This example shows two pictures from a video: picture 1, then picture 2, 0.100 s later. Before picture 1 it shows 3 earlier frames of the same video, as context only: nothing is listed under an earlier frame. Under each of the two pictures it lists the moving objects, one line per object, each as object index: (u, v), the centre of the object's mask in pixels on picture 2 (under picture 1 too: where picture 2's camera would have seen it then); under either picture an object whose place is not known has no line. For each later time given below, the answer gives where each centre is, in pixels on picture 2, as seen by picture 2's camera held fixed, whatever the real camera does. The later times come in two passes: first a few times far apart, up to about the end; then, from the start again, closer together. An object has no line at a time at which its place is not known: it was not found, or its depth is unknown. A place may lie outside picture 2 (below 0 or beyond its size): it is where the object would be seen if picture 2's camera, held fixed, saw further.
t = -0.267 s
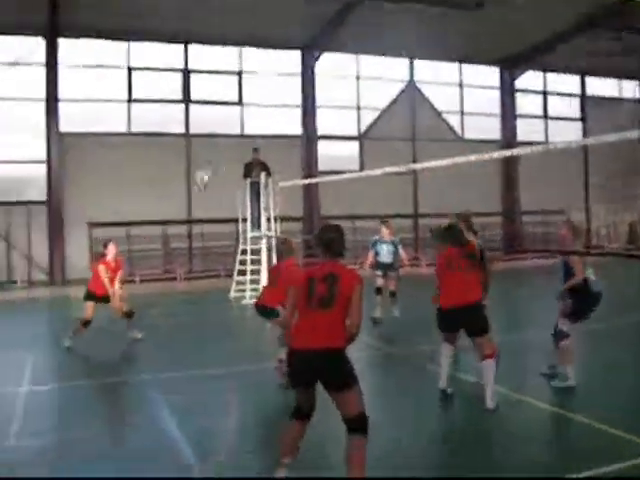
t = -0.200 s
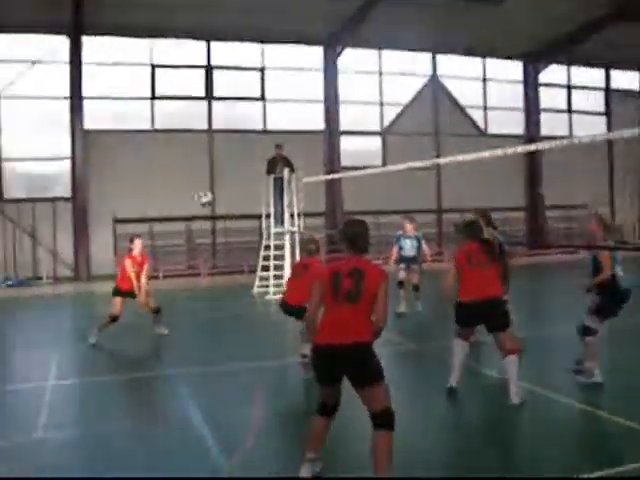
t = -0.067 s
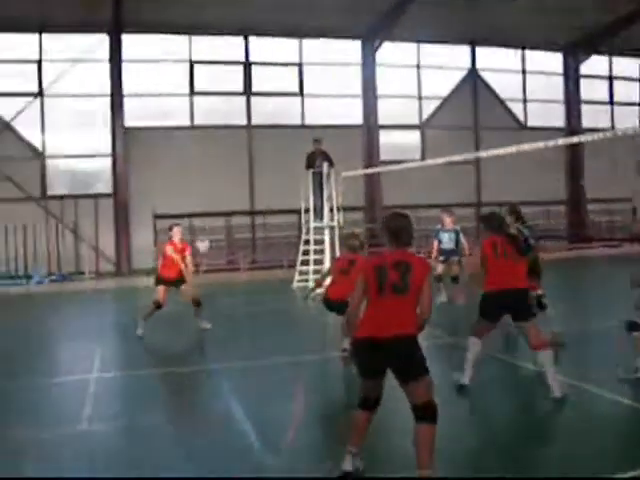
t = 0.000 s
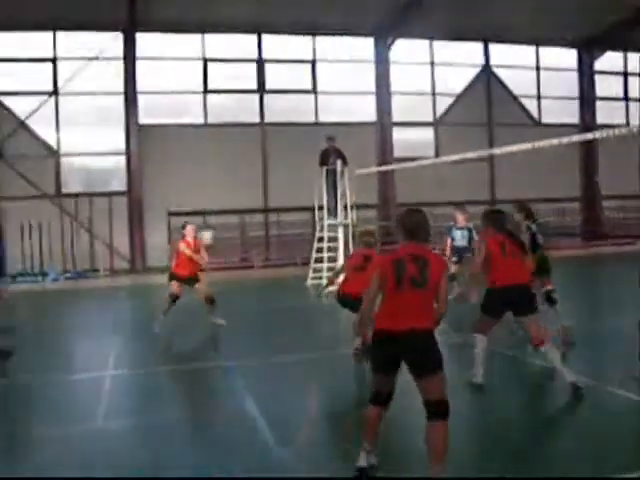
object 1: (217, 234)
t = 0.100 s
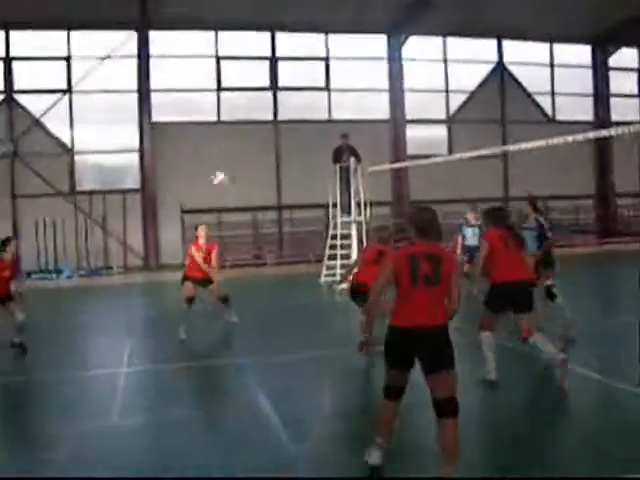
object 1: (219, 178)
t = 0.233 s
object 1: (220, 114)
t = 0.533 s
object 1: (217, 16)
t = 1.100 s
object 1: (226, 27)
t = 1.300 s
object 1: (232, 108)
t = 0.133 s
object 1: (219, 160)
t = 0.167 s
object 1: (219, 144)
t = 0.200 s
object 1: (219, 128)
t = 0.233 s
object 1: (220, 114)
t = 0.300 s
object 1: (219, 88)
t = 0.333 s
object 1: (219, 74)
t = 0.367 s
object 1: (219, 63)
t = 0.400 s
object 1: (219, 52)
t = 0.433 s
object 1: (217, 41)
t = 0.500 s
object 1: (216, 23)
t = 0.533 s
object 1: (217, 16)
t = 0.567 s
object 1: (217, 8)
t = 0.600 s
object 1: (218, 3)
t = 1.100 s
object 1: (226, 27)
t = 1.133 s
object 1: (227, 38)
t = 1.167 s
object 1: (227, 50)
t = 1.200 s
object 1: (228, 66)
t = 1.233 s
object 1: (230, 77)
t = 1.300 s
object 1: (232, 108)
